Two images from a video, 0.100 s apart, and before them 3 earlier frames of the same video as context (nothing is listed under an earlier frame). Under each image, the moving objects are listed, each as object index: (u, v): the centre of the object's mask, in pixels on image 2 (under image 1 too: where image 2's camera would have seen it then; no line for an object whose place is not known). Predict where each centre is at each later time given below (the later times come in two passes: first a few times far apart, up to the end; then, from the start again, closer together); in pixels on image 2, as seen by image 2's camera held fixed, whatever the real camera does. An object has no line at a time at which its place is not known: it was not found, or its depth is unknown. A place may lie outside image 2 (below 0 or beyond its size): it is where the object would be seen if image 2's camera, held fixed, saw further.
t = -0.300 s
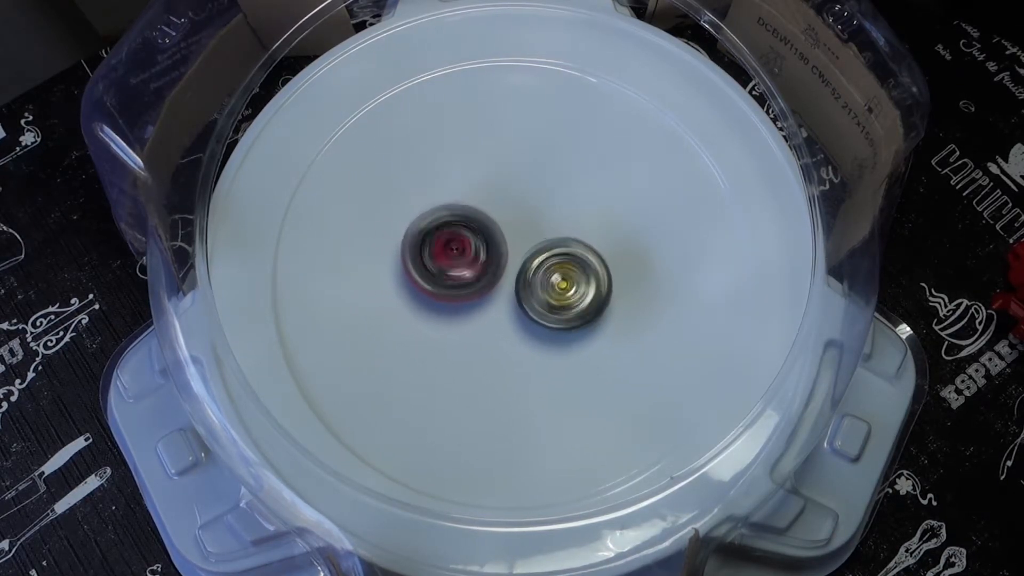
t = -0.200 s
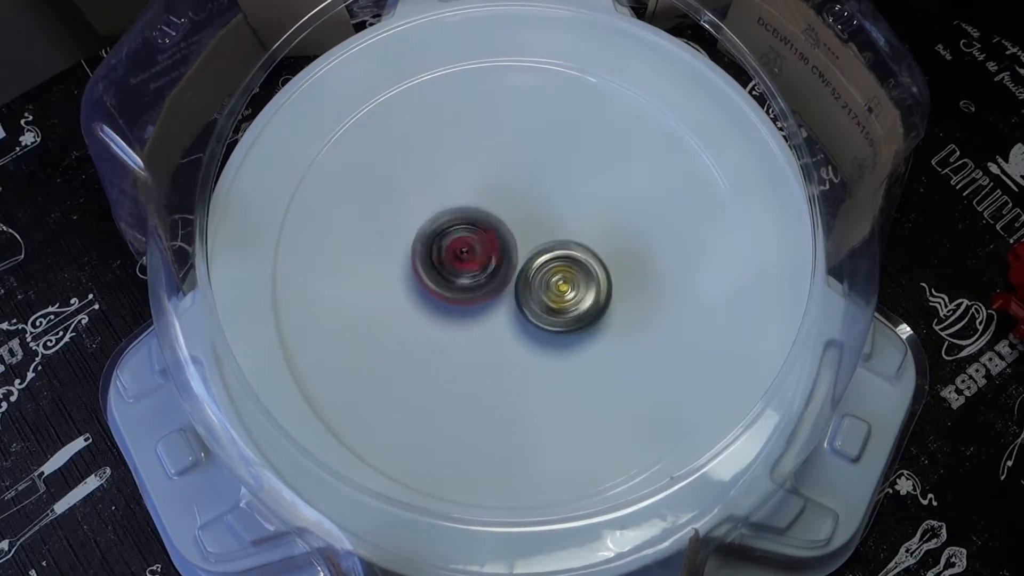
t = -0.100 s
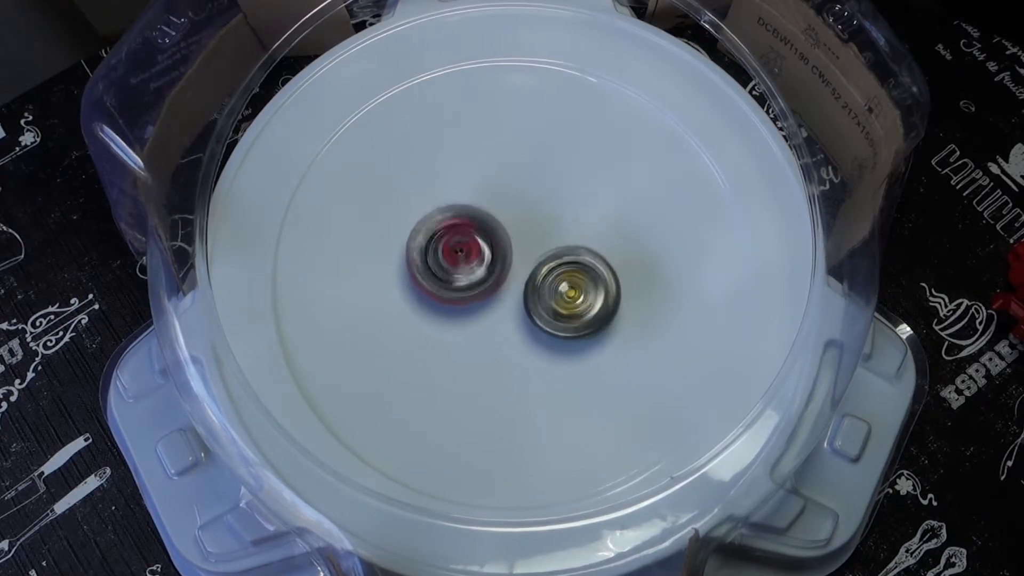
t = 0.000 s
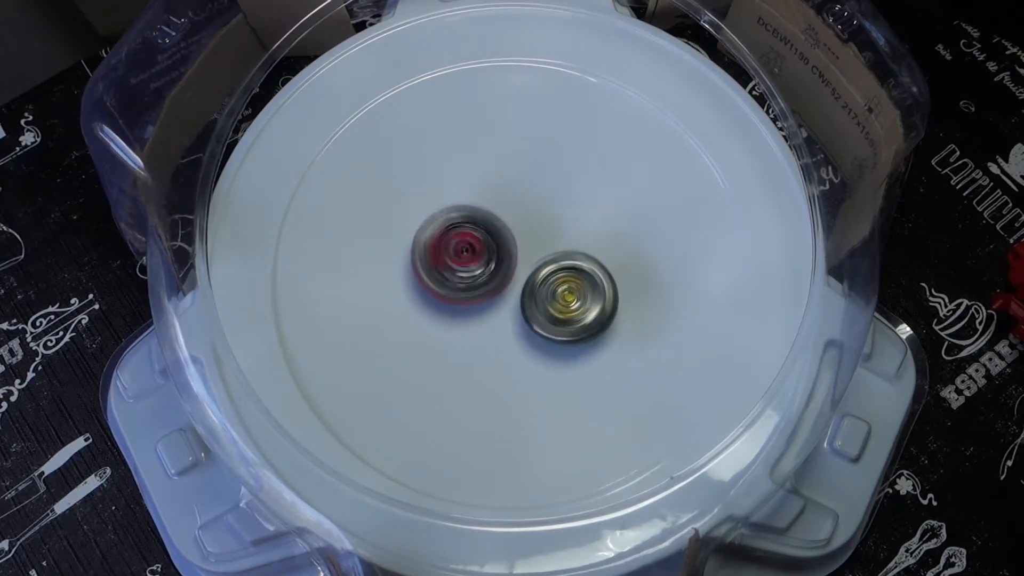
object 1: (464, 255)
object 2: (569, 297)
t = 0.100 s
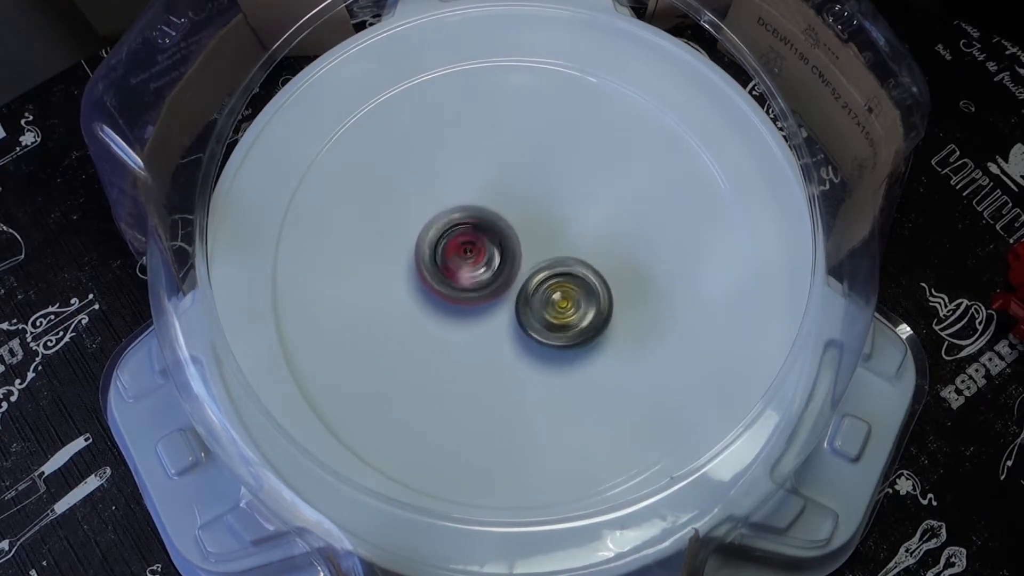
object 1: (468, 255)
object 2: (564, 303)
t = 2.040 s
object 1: (524, 212)
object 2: (497, 311)
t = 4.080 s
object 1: (571, 294)
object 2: (471, 258)
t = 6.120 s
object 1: (545, 315)
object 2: (459, 249)
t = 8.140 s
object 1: (517, 337)
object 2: (474, 247)
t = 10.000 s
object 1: (460, 341)
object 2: (516, 240)
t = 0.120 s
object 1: (467, 254)
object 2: (566, 305)
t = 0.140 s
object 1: (467, 255)
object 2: (564, 306)
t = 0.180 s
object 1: (469, 255)
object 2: (562, 307)
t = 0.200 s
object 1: (471, 254)
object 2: (562, 308)
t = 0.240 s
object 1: (472, 254)
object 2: (559, 309)
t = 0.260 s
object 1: (471, 254)
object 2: (558, 309)
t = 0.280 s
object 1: (471, 254)
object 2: (559, 310)
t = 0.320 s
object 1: (472, 254)
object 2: (557, 311)
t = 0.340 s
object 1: (473, 253)
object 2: (555, 312)
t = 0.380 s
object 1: (472, 252)
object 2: (554, 314)
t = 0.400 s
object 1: (472, 252)
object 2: (554, 314)
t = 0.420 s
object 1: (473, 251)
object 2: (551, 314)
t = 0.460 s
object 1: (470, 249)
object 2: (551, 317)
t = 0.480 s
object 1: (470, 247)
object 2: (552, 318)
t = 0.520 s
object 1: (470, 245)
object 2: (552, 318)
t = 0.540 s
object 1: (470, 245)
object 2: (550, 319)
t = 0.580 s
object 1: (471, 245)
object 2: (548, 318)
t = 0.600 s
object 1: (472, 245)
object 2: (546, 316)
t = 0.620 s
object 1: (474, 245)
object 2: (544, 316)
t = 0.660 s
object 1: (469, 238)
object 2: (548, 322)
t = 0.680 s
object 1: (466, 235)
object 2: (550, 324)
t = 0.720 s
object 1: (466, 232)
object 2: (552, 326)
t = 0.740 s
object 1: (467, 232)
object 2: (552, 326)
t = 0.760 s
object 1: (468, 231)
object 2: (551, 325)
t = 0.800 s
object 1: (470, 231)
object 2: (549, 324)
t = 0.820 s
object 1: (471, 232)
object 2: (548, 324)
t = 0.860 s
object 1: (475, 233)
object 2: (544, 322)
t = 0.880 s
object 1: (477, 235)
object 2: (540, 321)
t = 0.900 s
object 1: (479, 236)
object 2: (538, 319)
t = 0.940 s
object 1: (477, 232)
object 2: (538, 325)
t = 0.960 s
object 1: (475, 228)
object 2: (538, 329)
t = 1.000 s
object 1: (473, 226)
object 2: (540, 332)
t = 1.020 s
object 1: (473, 225)
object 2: (540, 331)
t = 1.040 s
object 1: (474, 225)
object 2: (540, 332)
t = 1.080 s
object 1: (476, 225)
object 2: (538, 330)
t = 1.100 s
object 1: (477, 225)
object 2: (536, 328)
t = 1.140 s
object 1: (479, 226)
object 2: (531, 324)
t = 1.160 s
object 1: (480, 226)
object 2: (531, 323)
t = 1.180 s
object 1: (482, 228)
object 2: (527, 321)
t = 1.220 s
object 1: (485, 229)
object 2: (522, 319)
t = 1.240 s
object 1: (484, 227)
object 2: (521, 320)
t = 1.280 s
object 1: (484, 224)
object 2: (521, 323)
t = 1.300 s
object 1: (484, 224)
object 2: (521, 324)
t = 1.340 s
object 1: (487, 224)
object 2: (520, 322)
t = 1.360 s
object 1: (489, 225)
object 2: (519, 319)
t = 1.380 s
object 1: (490, 225)
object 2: (519, 318)
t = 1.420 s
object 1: (490, 216)
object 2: (518, 327)
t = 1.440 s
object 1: (490, 210)
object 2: (516, 331)
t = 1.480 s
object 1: (491, 204)
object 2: (515, 337)
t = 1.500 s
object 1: (491, 202)
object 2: (516, 338)
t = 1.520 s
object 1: (492, 201)
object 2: (515, 340)
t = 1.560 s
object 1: (494, 200)
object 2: (516, 339)
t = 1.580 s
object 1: (496, 199)
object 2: (516, 337)
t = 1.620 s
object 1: (498, 199)
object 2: (513, 333)
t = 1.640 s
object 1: (499, 199)
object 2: (513, 332)
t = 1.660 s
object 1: (500, 199)
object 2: (510, 329)
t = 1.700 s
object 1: (502, 201)
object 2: (507, 326)
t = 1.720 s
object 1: (503, 202)
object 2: (507, 324)
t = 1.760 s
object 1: (505, 205)
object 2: (505, 319)
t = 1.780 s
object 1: (507, 206)
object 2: (506, 317)
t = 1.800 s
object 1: (507, 209)
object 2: (504, 313)
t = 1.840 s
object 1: (510, 213)
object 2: (501, 308)
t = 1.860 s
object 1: (511, 213)
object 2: (500, 309)
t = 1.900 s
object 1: (513, 213)
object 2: (498, 309)
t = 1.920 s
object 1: (514, 215)
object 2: (498, 309)
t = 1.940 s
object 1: (516, 212)
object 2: (498, 311)
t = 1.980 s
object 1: (519, 211)
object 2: (497, 313)
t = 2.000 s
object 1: (521, 211)
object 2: (498, 314)
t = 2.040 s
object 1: (524, 212)
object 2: (497, 311)
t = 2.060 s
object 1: (526, 213)
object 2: (495, 311)
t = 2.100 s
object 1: (530, 215)
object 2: (496, 309)
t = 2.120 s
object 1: (532, 216)
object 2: (497, 307)
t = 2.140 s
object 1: (534, 214)
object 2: (496, 310)
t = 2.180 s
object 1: (539, 209)
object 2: (494, 313)
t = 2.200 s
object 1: (540, 208)
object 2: (493, 313)
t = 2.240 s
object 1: (543, 209)
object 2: (492, 315)
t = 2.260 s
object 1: (545, 209)
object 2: (492, 315)
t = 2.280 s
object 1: (546, 209)
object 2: (492, 315)
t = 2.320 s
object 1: (549, 210)
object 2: (494, 314)
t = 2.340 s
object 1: (551, 211)
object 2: (494, 311)
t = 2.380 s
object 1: (553, 213)
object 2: (493, 309)
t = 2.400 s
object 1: (553, 213)
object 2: (493, 309)
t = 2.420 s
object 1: (554, 215)
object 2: (493, 308)
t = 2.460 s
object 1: (556, 219)
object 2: (495, 306)
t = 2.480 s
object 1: (556, 221)
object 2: (496, 304)
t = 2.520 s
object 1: (557, 224)
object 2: (496, 300)
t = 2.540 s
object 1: (558, 225)
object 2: (495, 300)
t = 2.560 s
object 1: (558, 226)
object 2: (494, 299)
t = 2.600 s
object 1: (560, 227)
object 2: (493, 302)
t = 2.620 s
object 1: (561, 228)
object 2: (493, 301)
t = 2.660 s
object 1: (563, 232)
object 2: (492, 298)
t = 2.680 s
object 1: (565, 231)
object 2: (489, 299)
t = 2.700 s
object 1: (568, 232)
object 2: (486, 302)
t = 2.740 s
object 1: (571, 233)
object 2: (482, 305)
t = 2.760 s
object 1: (572, 234)
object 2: (482, 304)
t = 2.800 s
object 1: (572, 237)
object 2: (481, 303)
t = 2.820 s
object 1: (573, 239)
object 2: (480, 303)
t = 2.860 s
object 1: (573, 243)
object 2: (477, 302)
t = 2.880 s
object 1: (574, 245)
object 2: (476, 303)
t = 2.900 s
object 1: (572, 247)
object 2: (477, 300)
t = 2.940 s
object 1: (572, 252)
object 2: (477, 297)
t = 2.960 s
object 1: (571, 255)
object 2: (477, 296)
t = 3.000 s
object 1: (571, 259)
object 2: (473, 294)
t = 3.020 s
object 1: (573, 259)
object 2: (470, 295)
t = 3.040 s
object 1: (574, 260)
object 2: (469, 294)
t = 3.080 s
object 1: (573, 263)
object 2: (466, 291)
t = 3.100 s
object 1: (573, 264)
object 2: (466, 290)
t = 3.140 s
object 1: (572, 267)
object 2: (464, 288)
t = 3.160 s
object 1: (571, 269)
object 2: (464, 289)
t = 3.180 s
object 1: (571, 270)
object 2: (464, 286)
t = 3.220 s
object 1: (569, 273)
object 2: (465, 282)
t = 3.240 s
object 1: (568, 274)
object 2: (465, 281)
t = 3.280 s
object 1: (571, 272)
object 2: (462, 280)
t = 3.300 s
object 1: (571, 272)
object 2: (461, 280)
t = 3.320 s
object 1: (570, 274)
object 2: (462, 278)
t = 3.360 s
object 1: (570, 276)
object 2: (461, 275)
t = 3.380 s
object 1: (570, 277)
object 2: (462, 274)
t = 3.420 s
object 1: (568, 278)
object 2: (463, 273)
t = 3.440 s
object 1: (571, 279)
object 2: (463, 272)
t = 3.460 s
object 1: (572, 279)
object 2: (462, 270)
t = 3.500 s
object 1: (571, 281)
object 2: (461, 268)
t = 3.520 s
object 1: (571, 282)
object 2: (463, 268)
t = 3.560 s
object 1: (571, 283)
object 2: (465, 268)
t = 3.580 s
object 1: (571, 283)
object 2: (467, 269)
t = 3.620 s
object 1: (571, 284)
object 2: (469, 266)
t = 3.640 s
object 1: (570, 285)
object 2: (467, 265)
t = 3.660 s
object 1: (572, 285)
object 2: (466, 263)
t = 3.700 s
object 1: (574, 287)
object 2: (465, 262)
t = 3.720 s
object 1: (574, 287)
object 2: (466, 262)
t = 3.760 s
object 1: (574, 289)
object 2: (466, 260)
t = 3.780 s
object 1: (573, 289)
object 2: (465, 261)
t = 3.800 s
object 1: (573, 289)
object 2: (467, 261)
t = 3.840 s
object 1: (571, 290)
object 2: (470, 261)
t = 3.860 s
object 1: (571, 290)
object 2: (471, 261)
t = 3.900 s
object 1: (571, 290)
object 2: (470, 259)
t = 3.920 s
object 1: (572, 290)
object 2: (469, 260)
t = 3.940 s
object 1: (573, 291)
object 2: (469, 259)
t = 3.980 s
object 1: (575, 292)
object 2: (468, 257)
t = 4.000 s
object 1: (574, 293)
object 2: (467, 257)
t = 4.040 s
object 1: (573, 293)
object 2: (468, 259)
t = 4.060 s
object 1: (572, 294)
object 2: (470, 259)
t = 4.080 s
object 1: (571, 294)
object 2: (471, 258)
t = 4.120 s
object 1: (569, 294)
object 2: (471, 258)
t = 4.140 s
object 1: (571, 295)
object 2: (470, 258)
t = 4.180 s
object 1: (577, 298)
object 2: (465, 252)
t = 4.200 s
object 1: (578, 298)
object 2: (464, 251)
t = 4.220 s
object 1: (578, 299)
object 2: (460, 252)
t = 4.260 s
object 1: (577, 299)
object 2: (461, 253)
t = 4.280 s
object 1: (576, 300)
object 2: (461, 252)
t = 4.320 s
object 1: (575, 300)
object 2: (460, 252)
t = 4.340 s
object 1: (574, 300)
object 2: (462, 253)
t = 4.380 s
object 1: (571, 300)
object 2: (466, 253)
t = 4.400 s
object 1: (569, 299)
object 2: (468, 254)
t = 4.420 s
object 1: (567, 299)
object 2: (467, 255)
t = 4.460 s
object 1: (565, 299)
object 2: (469, 256)
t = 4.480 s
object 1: (568, 300)
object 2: (468, 253)
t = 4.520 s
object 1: (570, 300)
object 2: (461, 252)
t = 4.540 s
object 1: (569, 300)
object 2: (461, 253)
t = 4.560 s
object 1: (567, 300)
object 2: (461, 254)
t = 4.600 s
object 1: (563, 300)
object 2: (461, 254)
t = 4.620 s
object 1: (562, 300)
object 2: (460, 254)
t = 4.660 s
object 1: (558, 300)
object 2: (463, 257)
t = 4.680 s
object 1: (557, 299)
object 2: (465, 256)
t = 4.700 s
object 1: (562, 300)
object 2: (459, 253)
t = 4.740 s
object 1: (571, 302)
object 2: (449, 252)
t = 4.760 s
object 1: (572, 301)
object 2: (448, 253)
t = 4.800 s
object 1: (572, 302)
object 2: (445, 251)
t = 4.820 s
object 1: (571, 302)
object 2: (442, 253)
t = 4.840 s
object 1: (571, 303)
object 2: (443, 254)
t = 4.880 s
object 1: (569, 303)
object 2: (445, 253)
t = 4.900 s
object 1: (568, 303)
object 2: (446, 254)
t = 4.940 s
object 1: (566, 302)
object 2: (447, 256)
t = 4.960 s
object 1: (565, 302)
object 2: (450, 257)
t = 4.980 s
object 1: (564, 301)
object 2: (451, 256)
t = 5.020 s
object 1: (561, 302)
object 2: (452, 259)
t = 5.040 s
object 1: (559, 301)
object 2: (456, 259)
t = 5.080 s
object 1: (556, 301)
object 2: (460, 260)
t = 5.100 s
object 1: (556, 301)
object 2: (460, 259)
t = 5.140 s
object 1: (562, 304)
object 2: (455, 256)
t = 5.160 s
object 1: (562, 303)
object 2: (455, 255)
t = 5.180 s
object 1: (561, 303)
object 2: (454, 253)
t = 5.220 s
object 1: (558, 304)
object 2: (453, 257)
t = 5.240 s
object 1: (556, 305)
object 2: (455, 256)
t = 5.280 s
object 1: (554, 306)
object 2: (457, 256)
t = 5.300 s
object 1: (552, 306)
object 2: (458, 257)
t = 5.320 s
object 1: (551, 307)
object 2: (460, 260)
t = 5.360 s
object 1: (555, 308)
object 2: (457, 254)
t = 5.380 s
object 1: (560, 310)
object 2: (450, 252)
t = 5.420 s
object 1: (564, 311)
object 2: (447, 251)
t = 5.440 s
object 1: (563, 311)
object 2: (446, 249)
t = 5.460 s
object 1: (562, 312)
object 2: (445, 249)
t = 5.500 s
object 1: (561, 312)
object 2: (444, 251)
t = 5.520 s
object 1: (561, 313)
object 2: (446, 251)
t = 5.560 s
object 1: (559, 312)
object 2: (446, 251)
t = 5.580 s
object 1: (559, 312)
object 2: (446, 253)
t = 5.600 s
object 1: (558, 311)
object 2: (449, 253)
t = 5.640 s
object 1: (556, 310)
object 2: (451, 253)
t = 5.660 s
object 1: (555, 310)
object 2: (453, 254)
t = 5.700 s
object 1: (552, 309)
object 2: (458, 256)
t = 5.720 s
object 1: (551, 308)
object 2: (460, 257)
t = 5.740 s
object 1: (551, 309)
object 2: (458, 256)
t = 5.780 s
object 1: (553, 309)
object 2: (459, 256)
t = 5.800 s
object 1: (552, 309)
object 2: (459, 254)
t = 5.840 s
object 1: (548, 308)
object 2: (458, 256)
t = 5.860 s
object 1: (547, 308)
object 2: (460, 257)
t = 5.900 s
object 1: (548, 309)
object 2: (458, 255)
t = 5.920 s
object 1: (548, 309)
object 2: (457, 254)
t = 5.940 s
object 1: (547, 309)
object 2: (458, 256)
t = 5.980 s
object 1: (545, 310)
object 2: (458, 253)
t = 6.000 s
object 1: (544, 311)
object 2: (457, 255)
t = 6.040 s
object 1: (544, 311)
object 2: (460, 254)
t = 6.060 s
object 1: (543, 311)
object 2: (458, 253)
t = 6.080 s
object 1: (542, 312)
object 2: (459, 253)
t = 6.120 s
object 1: (545, 315)
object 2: (459, 249)
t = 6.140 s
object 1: (546, 317)
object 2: (457, 248)
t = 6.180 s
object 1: (547, 317)
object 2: (458, 247)
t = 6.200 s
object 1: (547, 318)
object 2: (458, 247)
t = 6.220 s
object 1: (546, 318)
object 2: (457, 246)
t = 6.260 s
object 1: (545, 318)
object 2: (461, 248)
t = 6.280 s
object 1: (545, 318)
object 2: (461, 246)
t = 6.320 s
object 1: (544, 318)
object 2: (465, 249)
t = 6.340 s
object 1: (543, 317)
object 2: (467, 248)
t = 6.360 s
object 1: (544, 317)
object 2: (468, 247)
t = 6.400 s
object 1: (546, 318)
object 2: (469, 246)
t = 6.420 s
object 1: (546, 317)
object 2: (471, 245)
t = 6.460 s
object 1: (544, 317)
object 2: (472, 247)
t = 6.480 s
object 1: (544, 317)
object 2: (473, 247)
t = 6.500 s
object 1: (545, 317)
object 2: (473, 245)
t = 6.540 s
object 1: (547, 319)
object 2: (474, 243)
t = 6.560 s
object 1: (547, 318)
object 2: (474, 239)
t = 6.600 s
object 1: (545, 317)
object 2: (474, 241)
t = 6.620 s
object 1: (544, 317)
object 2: (476, 241)
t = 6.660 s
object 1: (546, 318)
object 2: (475, 239)
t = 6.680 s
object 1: (547, 319)
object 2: (476, 237)
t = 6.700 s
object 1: (548, 319)
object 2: (477, 236)
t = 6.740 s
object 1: (547, 319)
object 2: (477, 236)
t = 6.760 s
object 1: (547, 320)
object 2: (479, 237)
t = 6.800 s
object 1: (546, 319)
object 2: (480, 236)
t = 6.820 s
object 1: (545, 318)
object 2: (482, 239)
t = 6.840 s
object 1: (544, 318)
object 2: (483, 238)
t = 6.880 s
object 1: (545, 321)
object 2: (483, 236)
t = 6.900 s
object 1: (546, 322)
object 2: (483, 232)
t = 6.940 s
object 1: (545, 320)
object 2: (483, 234)
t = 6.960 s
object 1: (544, 320)
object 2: (484, 234)
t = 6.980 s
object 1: (541, 319)
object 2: (485, 234)
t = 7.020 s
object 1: (540, 320)
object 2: (486, 235)
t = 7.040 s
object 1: (540, 320)
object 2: (487, 235)
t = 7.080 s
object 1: (549, 327)
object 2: (482, 227)
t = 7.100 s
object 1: (551, 331)
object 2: (479, 223)
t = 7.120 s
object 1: (554, 334)
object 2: (475, 219)
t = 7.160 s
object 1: (556, 334)
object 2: (477, 218)
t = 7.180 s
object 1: (554, 334)
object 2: (474, 218)
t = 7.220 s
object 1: (553, 333)
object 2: (476, 219)
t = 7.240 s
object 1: (551, 333)
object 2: (474, 218)
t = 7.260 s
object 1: (550, 334)
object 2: (475, 220)
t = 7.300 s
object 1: (549, 333)
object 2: (478, 220)
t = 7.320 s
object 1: (549, 333)
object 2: (478, 222)
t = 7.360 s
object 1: (547, 330)
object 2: (481, 224)
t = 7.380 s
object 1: (546, 330)
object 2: (481, 225)
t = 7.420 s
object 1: (544, 328)
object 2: (484, 229)
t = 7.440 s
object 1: (542, 327)
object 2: (484, 230)
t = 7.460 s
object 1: (540, 327)
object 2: (485, 235)
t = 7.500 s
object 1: (538, 325)
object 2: (487, 237)
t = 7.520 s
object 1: (538, 327)
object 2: (485, 239)
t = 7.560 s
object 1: (538, 330)
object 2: (485, 236)
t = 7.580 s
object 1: (538, 330)
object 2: (485, 239)
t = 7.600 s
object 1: (536, 329)
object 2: (486, 239)
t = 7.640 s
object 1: (531, 329)
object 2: (482, 244)
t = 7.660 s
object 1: (530, 331)
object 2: (483, 244)
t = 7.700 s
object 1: (532, 341)
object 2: (478, 239)
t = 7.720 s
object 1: (532, 345)
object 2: (477, 234)
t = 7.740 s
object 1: (534, 347)
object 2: (474, 232)
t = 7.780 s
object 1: (532, 347)
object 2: (474, 232)
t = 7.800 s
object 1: (531, 348)
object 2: (471, 233)
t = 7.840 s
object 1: (528, 347)
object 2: (470, 231)
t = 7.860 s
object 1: (527, 347)
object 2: (468, 233)
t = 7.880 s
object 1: (527, 348)
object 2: (470, 233)
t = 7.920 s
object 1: (526, 348)
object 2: (468, 234)
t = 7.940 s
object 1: (526, 347)
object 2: (470, 235)
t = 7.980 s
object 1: (525, 345)
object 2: (470, 236)
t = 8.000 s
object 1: (524, 345)
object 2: (472, 237)
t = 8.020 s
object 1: (524, 343)
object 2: (470, 237)
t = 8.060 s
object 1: (521, 342)
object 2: (473, 239)
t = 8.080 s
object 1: (520, 341)
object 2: (472, 242)
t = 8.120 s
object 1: (518, 338)
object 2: (475, 243)
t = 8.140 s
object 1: (517, 337)
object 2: (474, 247)
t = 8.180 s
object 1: (515, 337)
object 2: (477, 244)
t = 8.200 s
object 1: (515, 337)
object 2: (477, 242)
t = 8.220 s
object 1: (516, 338)
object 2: (479, 239)
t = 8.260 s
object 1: (514, 334)
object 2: (480, 241)
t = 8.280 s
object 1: (512, 335)
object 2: (479, 238)
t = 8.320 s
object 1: (512, 336)
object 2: (480, 235)
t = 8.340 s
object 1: (511, 336)
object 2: (478, 233)
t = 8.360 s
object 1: (511, 336)
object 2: (479, 234)
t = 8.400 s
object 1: (507, 335)
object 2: (479, 233)
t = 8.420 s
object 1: (506, 336)
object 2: (481, 234)
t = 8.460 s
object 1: (505, 336)
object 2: (482, 235)
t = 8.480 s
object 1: (504, 336)
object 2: (484, 235)
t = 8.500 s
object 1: (503, 336)
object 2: (485, 235)
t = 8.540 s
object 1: (502, 336)
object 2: (487, 234)
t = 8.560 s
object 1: (502, 339)
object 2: (487, 233)
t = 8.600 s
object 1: (503, 340)
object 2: (489, 232)
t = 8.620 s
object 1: (501, 339)
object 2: (489, 234)
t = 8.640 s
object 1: (500, 339)
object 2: (491, 237)
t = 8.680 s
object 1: (499, 340)
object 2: (491, 239)
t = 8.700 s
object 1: (499, 342)
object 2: (494, 239)
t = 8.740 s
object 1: (501, 348)
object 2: (496, 234)
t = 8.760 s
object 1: (501, 350)
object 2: (497, 231)
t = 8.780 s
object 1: (503, 351)
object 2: (497, 233)
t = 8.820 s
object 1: (502, 350)
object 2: (498, 233)
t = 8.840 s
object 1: (501, 350)
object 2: (498, 236)
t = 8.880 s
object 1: (501, 349)
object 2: (498, 237)
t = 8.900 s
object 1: (500, 348)
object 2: (500, 240)
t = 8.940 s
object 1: (500, 347)
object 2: (500, 242)
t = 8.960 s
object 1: (500, 345)
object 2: (502, 244)
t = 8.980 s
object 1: (499, 346)
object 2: (500, 244)
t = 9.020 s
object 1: (500, 347)
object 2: (504, 242)
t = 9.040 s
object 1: (500, 345)
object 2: (503, 243)
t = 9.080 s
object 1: (499, 343)
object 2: (504, 243)
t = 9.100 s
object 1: (499, 342)
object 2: (505, 243)
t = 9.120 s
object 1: (498, 342)
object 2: (506, 239)
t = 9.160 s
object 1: (497, 341)
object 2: (507, 240)
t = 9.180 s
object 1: (496, 339)
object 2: (505, 241)
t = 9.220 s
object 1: (493, 340)
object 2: (506, 239)
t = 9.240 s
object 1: (493, 340)
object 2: (506, 241)
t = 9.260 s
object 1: (492, 338)
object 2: (507, 240)
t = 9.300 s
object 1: (489, 345)
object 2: (511, 235)
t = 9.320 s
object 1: (487, 350)
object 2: (513, 229)
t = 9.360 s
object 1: (485, 357)
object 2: (517, 220)
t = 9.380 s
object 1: (485, 359)
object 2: (518, 219)
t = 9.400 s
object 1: (485, 359)
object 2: (521, 218)
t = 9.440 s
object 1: (483, 358)
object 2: (523, 220)
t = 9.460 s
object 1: (482, 357)
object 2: (522, 220)
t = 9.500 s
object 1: (480, 357)
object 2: (524, 222)
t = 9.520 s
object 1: (480, 356)
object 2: (524, 222)
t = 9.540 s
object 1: (480, 356)
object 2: (526, 224)
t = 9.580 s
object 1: (479, 355)
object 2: (526, 228)
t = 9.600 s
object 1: (480, 355)
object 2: (527, 228)
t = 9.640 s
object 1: (479, 352)
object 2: (528, 234)
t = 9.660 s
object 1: (478, 351)
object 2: (525, 236)
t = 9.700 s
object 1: (478, 348)
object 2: (525, 241)
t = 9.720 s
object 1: (478, 345)
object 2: (523, 245)
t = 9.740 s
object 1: (477, 344)
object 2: (523, 245)
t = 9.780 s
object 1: (476, 339)
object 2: (521, 250)
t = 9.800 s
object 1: (474, 340)
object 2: (517, 251)
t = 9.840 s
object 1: (473, 340)
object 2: (517, 249)
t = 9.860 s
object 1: (472, 340)
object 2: (517, 250)
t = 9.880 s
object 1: (471, 338)
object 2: (515, 249)
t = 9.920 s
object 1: (467, 341)
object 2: (516, 246)
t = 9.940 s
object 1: (464, 341)
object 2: (514, 244)
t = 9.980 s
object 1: (461, 341)
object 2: (514, 242)
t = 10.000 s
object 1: (460, 341)
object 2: (516, 240)
